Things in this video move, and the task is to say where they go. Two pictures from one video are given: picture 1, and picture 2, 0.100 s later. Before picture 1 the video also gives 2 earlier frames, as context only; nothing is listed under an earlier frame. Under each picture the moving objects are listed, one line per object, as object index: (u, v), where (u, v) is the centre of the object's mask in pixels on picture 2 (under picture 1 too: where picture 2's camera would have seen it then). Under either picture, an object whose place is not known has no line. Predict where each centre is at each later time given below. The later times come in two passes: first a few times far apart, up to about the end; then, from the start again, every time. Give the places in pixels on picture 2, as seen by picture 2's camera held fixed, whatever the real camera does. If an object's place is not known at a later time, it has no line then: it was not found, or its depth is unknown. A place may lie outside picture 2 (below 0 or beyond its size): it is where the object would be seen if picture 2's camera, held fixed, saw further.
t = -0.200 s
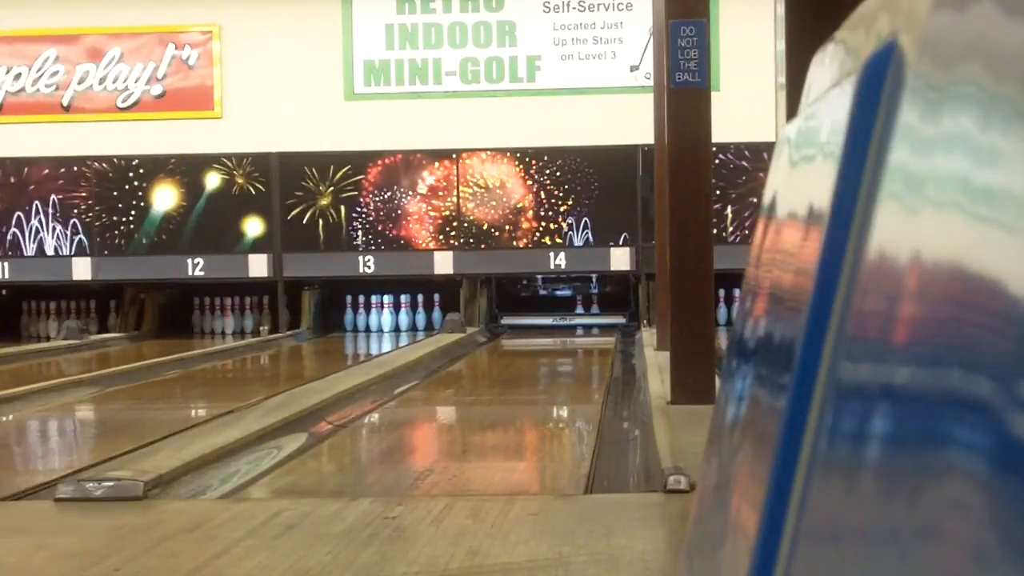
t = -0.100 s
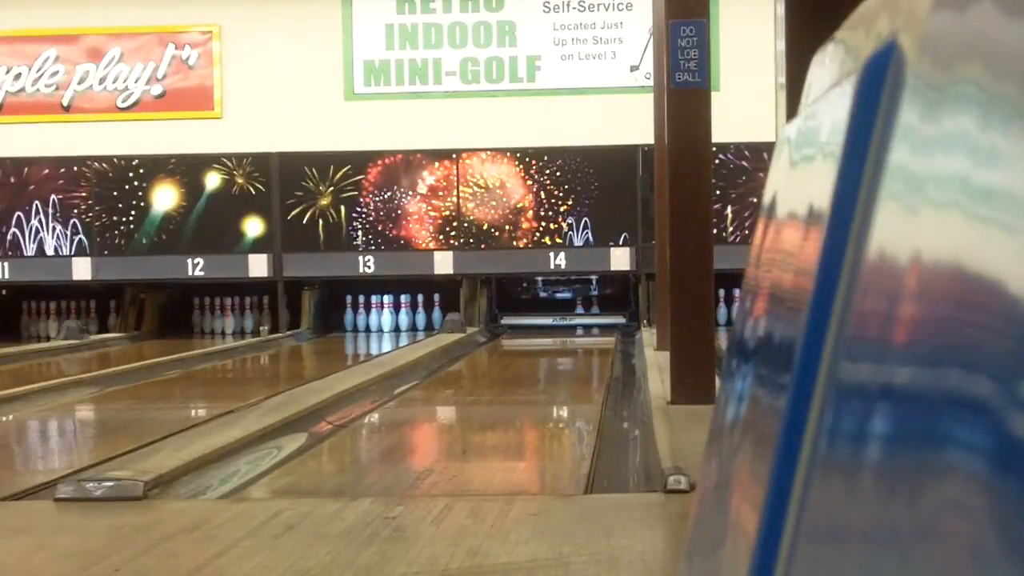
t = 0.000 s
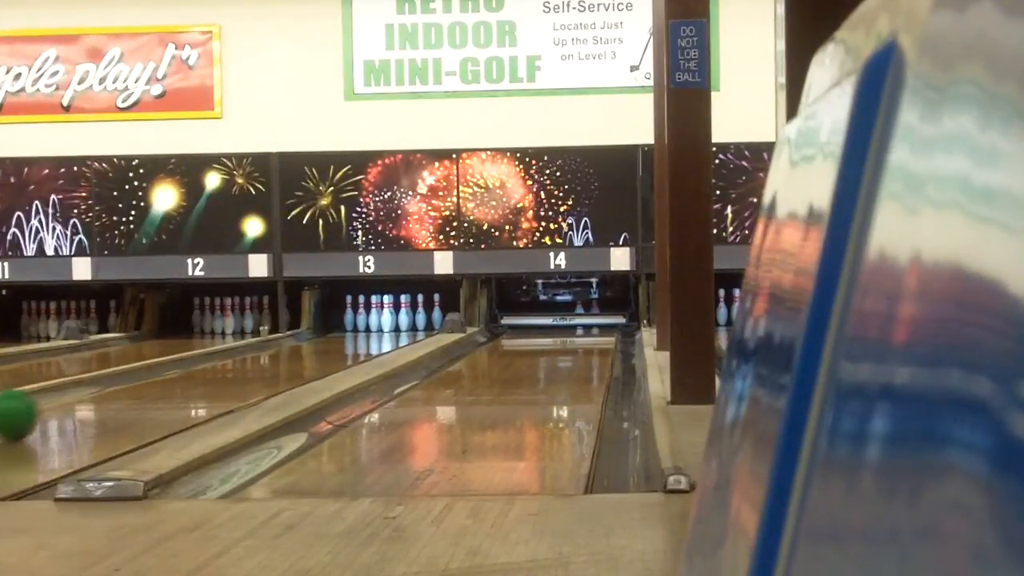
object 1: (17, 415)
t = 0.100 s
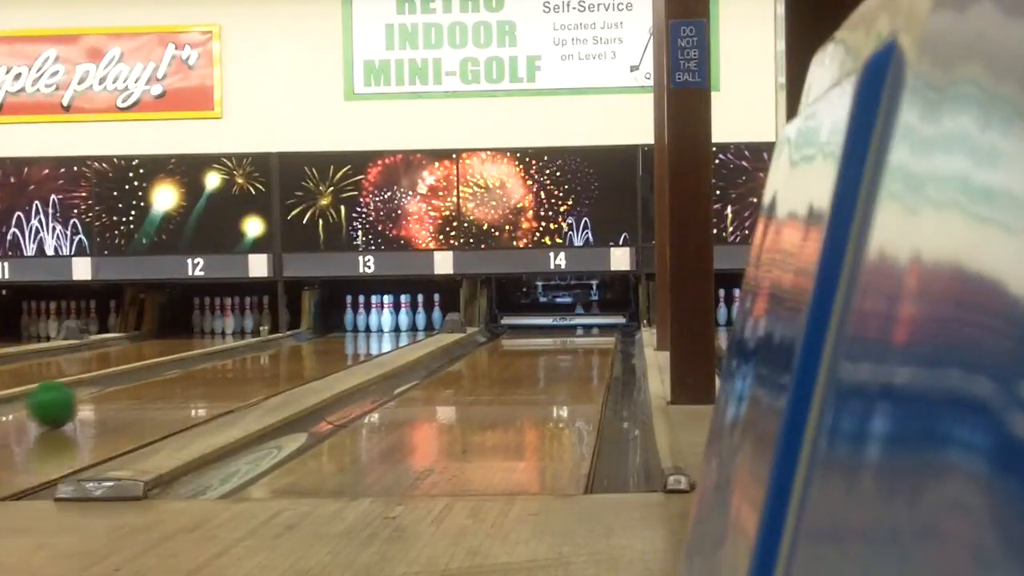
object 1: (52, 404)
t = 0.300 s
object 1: (118, 387)
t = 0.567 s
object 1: (183, 372)
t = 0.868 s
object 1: (237, 358)
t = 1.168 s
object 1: (277, 347)
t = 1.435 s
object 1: (304, 341)
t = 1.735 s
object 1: (331, 334)
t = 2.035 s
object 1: (352, 329)
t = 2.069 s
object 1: (354, 328)
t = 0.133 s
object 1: (64, 401)
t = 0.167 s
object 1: (76, 398)
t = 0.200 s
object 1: (87, 394)
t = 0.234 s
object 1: (98, 392)
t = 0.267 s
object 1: (108, 390)
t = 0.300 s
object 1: (118, 387)
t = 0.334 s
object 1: (128, 385)
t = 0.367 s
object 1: (135, 383)
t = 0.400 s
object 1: (145, 381)
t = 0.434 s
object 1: (153, 379)
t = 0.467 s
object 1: (161, 377)
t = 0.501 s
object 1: (169, 375)
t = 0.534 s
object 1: (175, 374)
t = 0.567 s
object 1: (183, 372)
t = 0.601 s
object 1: (190, 370)
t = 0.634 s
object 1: (197, 368)
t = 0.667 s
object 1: (202, 367)
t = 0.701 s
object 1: (209, 365)
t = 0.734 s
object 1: (214, 363)
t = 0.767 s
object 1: (220, 362)
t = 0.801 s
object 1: (226, 361)
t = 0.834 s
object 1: (231, 360)
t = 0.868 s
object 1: (237, 358)
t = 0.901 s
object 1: (241, 356)
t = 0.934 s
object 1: (246, 355)
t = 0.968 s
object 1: (251, 354)
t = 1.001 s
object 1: (255, 353)
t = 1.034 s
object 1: (260, 351)
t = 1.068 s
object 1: (264, 351)
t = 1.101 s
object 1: (268, 349)
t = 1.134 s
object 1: (272, 348)
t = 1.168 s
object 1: (277, 347)
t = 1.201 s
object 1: (280, 347)
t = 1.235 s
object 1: (284, 346)
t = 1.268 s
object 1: (287, 345)
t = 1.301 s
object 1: (290, 343)
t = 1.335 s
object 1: (295, 343)
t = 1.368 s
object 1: (298, 342)
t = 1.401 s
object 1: (301, 341)
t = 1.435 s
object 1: (304, 341)
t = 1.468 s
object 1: (308, 340)
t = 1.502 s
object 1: (312, 339)
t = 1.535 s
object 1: (315, 338)
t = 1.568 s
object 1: (318, 338)
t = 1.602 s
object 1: (320, 337)
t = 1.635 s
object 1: (323, 336)
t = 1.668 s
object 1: (326, 336)
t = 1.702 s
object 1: (328, 334)
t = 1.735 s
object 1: (331, 334)
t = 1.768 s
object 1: (333, 333)
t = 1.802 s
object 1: (335, 333)
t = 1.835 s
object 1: (338, 332)
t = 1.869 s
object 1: (340, 331)
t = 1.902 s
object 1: (342, 331)
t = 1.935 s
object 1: (345, 331)
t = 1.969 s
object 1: (347, 331)
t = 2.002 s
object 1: (349, 330)
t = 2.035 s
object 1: (352, 329)
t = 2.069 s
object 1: (354, 328)
